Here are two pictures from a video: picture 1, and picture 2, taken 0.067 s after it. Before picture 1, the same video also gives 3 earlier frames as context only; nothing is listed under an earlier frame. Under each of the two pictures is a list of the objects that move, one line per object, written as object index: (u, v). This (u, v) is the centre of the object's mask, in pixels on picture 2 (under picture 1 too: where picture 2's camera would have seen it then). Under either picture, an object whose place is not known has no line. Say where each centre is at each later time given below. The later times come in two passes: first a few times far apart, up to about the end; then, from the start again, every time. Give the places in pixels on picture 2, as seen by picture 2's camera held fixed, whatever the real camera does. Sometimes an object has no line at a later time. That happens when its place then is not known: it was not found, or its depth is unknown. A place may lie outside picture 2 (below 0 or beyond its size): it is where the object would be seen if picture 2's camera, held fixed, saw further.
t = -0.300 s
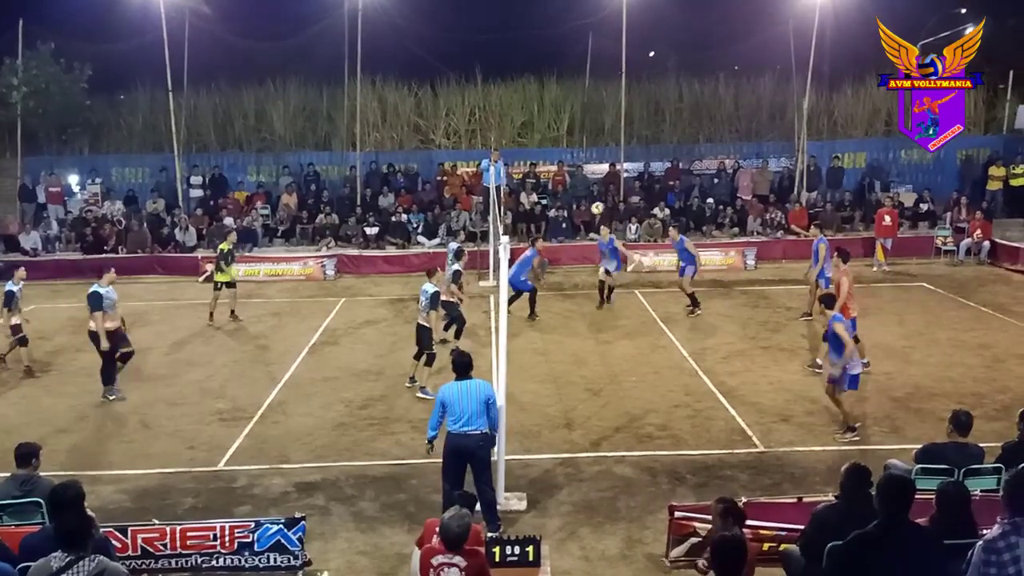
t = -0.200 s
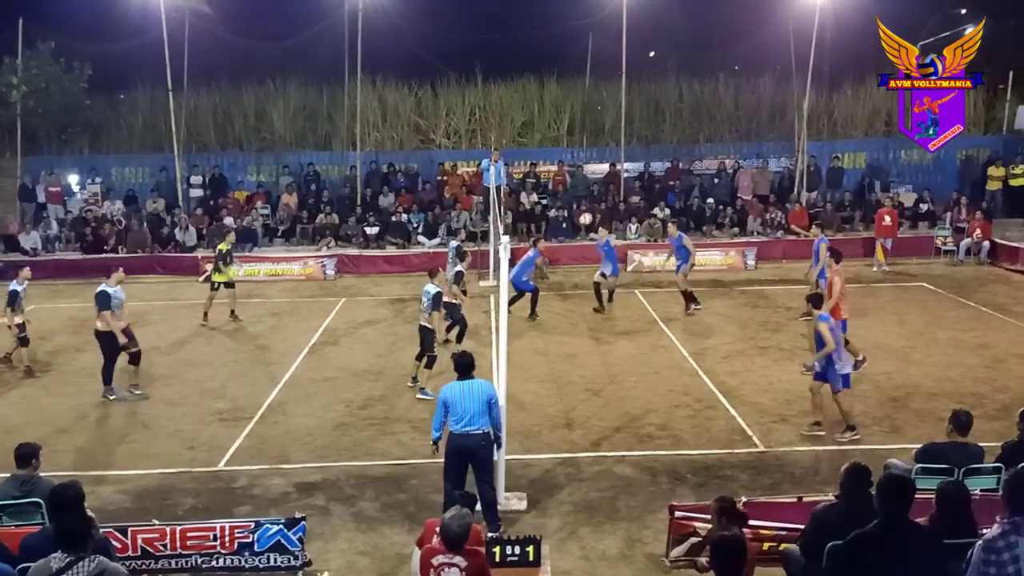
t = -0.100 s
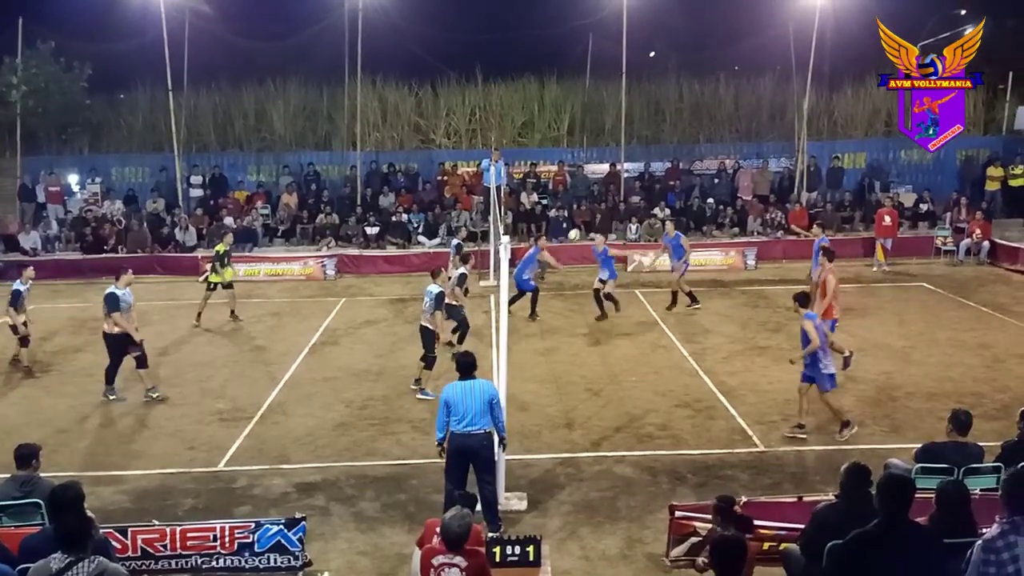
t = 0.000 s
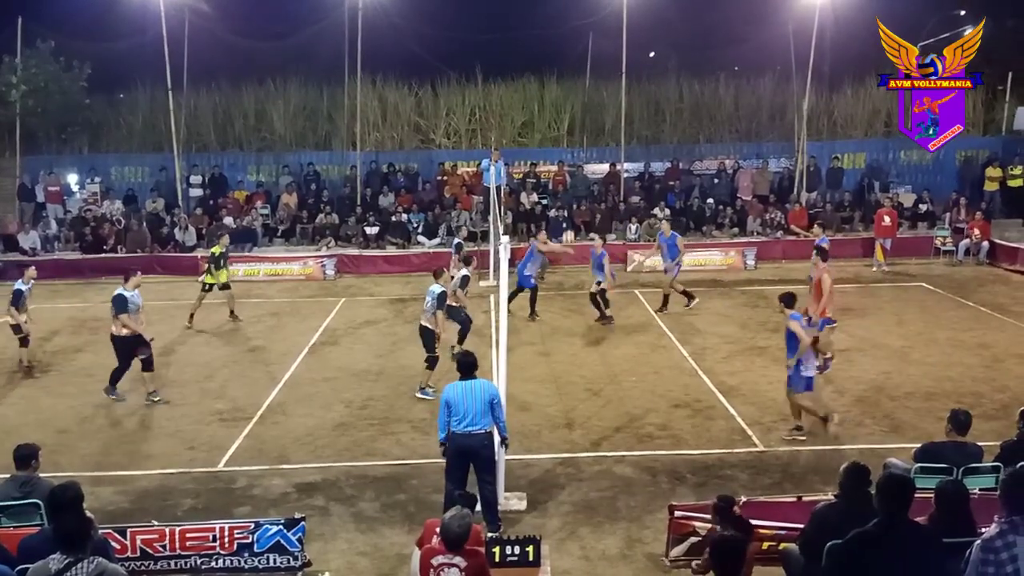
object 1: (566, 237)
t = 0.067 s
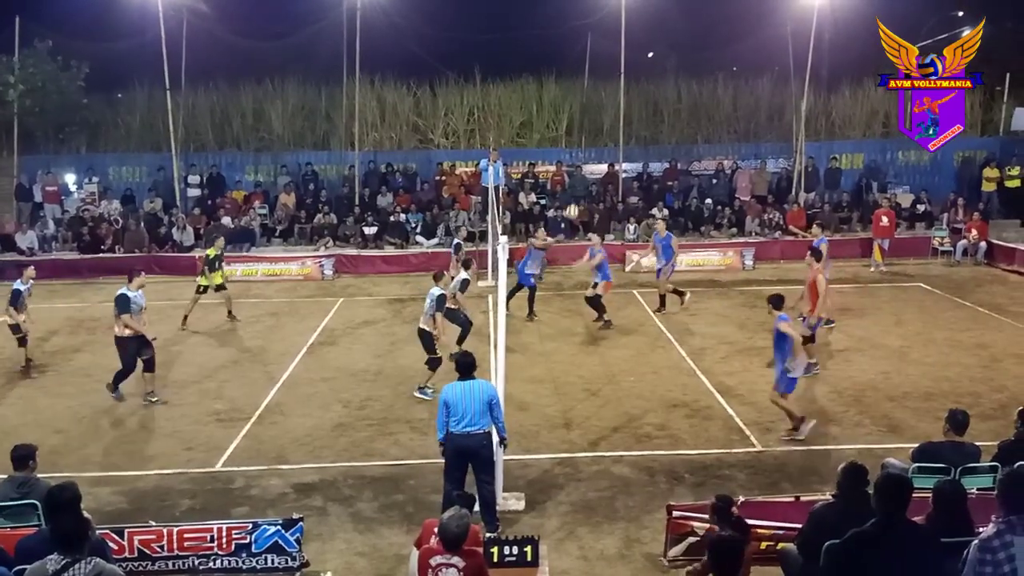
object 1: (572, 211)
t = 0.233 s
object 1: (589, 154)
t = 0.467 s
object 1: (615, 96)
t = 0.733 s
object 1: (643, 69)
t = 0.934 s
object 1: (665, 81)
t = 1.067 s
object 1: (679, 109)
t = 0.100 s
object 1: (575, 199)
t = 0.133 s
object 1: (579, 187)
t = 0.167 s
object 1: (582, 174)
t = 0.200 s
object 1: (586, 163)
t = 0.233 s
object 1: (589, 154)
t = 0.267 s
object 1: (592, 143)
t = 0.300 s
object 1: (596, 134)
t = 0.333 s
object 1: (599, 124)
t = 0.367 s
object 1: (603, 116)
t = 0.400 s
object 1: (608, 109)
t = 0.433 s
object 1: (612, 102)
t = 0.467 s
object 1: (615, 96)
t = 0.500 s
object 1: (619, 90)
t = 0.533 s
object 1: (622, 85)
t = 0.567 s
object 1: (626, 80)
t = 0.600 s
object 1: (630, 77)
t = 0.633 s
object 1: (633, 74)
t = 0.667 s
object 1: (637, 72)
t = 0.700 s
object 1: (640, 69)
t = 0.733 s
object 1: (643, 69)
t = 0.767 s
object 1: (647, 69)
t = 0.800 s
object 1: (650, 69)
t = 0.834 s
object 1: (654, 72)
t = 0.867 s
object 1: (657, 74)
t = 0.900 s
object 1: (661, 77)
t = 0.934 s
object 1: (665, 81)
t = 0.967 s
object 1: (668, 87)
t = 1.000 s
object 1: (672, 93)
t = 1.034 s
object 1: (676, 101)
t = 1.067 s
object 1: (679, 109)
